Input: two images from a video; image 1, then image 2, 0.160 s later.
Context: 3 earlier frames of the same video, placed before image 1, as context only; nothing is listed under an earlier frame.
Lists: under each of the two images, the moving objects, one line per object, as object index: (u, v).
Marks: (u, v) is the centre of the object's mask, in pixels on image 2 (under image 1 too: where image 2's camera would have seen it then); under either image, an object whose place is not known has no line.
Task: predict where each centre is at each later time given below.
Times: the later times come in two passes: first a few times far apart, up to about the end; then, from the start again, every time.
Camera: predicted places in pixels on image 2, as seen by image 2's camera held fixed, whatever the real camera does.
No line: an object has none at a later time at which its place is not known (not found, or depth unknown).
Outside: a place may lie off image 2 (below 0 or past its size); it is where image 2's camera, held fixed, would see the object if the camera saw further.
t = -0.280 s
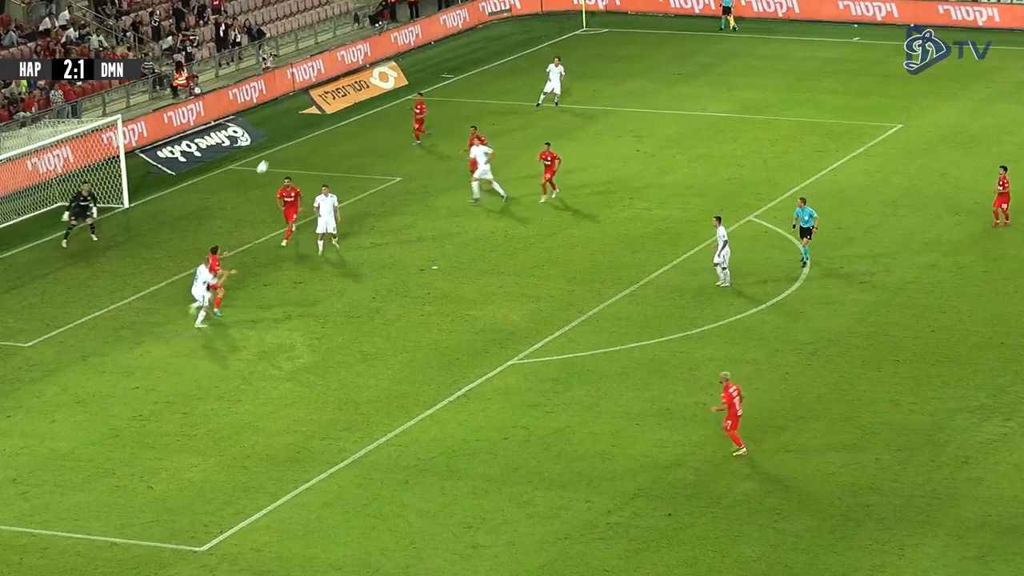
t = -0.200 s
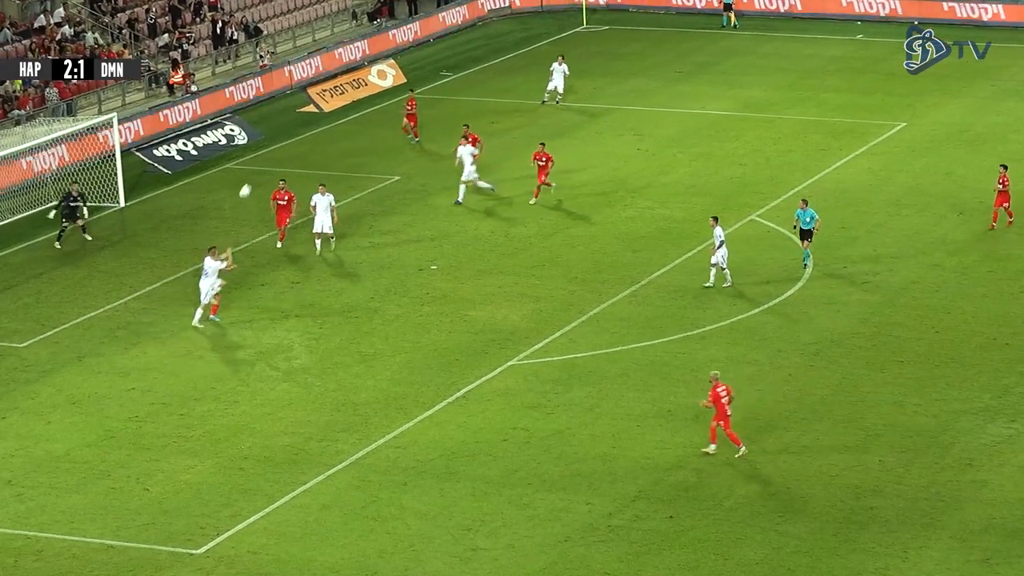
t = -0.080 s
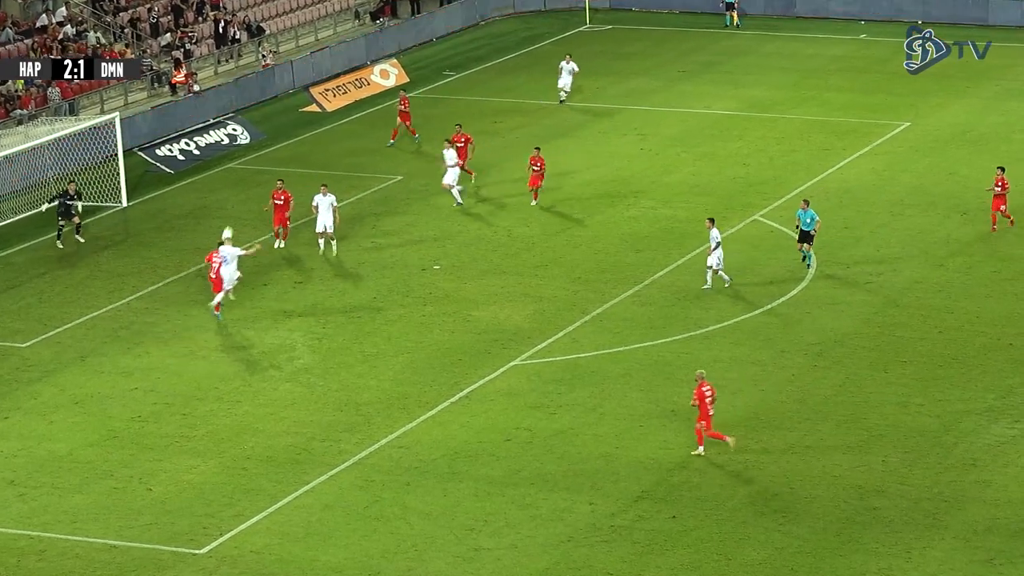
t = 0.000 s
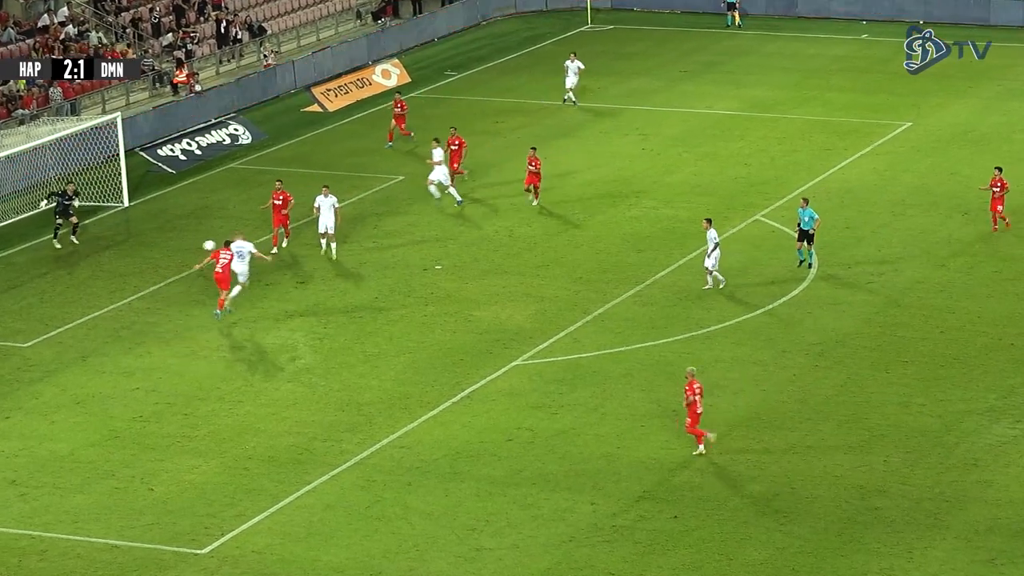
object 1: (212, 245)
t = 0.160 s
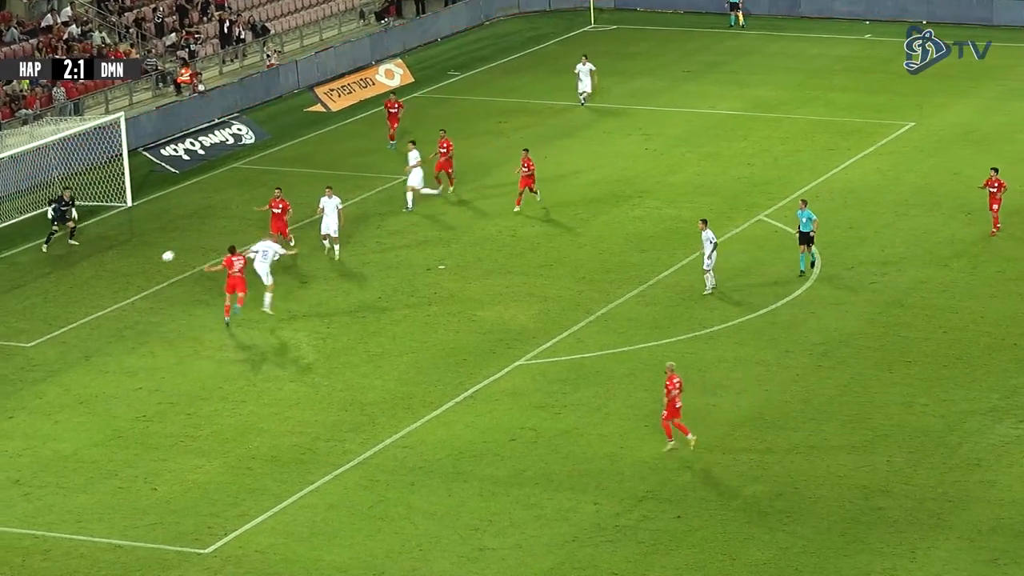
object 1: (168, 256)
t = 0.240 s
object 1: (147, 265)
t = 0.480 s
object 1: (87, 310)
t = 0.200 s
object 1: (157, 260)
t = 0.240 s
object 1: (147, 265)
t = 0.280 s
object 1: (137, 271)
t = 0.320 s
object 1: (127, 277)
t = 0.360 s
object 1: (116, 285)
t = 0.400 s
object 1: (106, 292)
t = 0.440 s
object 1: (97, 301)
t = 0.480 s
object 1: (87, 310)
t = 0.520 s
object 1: (78, 319)
